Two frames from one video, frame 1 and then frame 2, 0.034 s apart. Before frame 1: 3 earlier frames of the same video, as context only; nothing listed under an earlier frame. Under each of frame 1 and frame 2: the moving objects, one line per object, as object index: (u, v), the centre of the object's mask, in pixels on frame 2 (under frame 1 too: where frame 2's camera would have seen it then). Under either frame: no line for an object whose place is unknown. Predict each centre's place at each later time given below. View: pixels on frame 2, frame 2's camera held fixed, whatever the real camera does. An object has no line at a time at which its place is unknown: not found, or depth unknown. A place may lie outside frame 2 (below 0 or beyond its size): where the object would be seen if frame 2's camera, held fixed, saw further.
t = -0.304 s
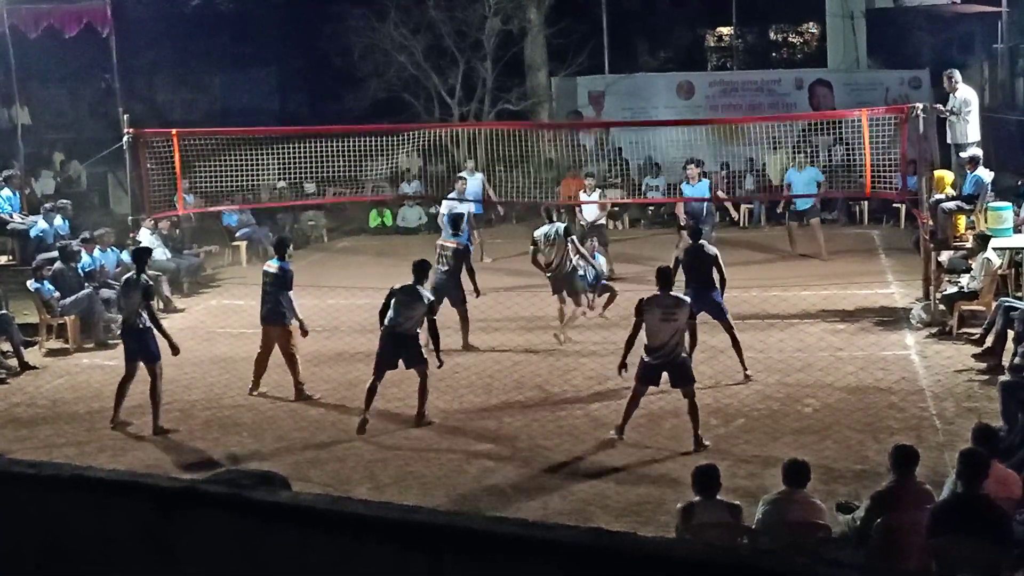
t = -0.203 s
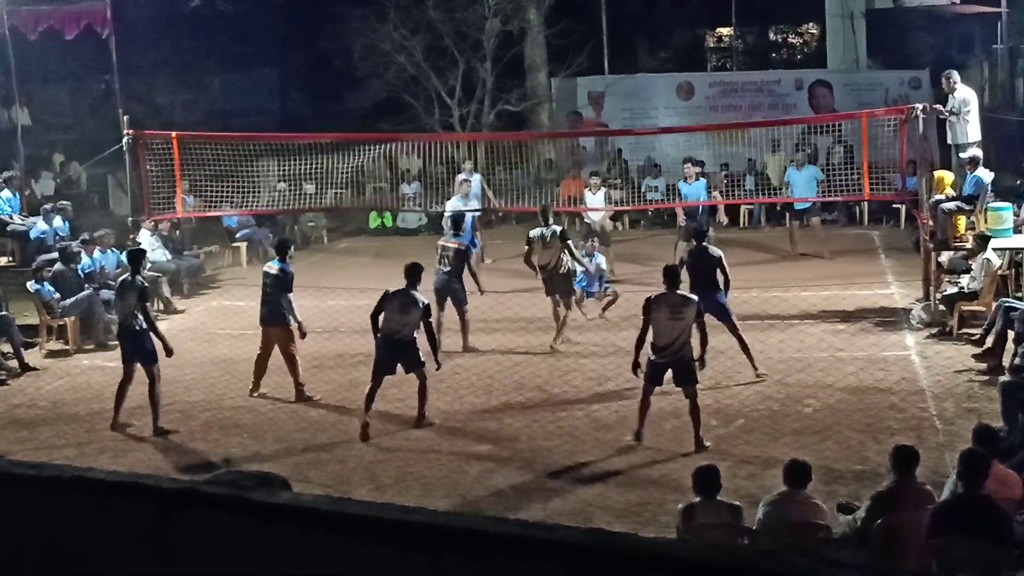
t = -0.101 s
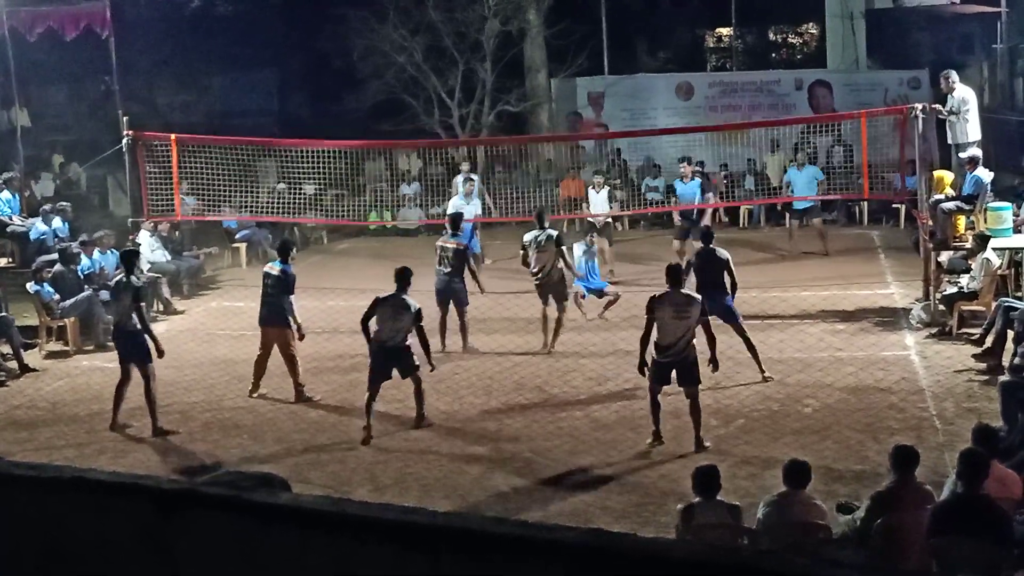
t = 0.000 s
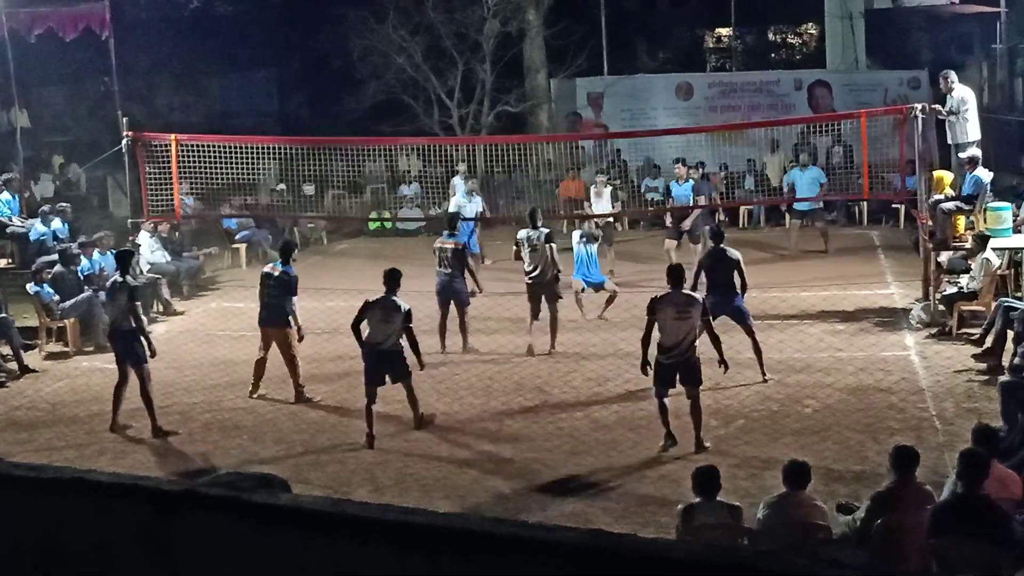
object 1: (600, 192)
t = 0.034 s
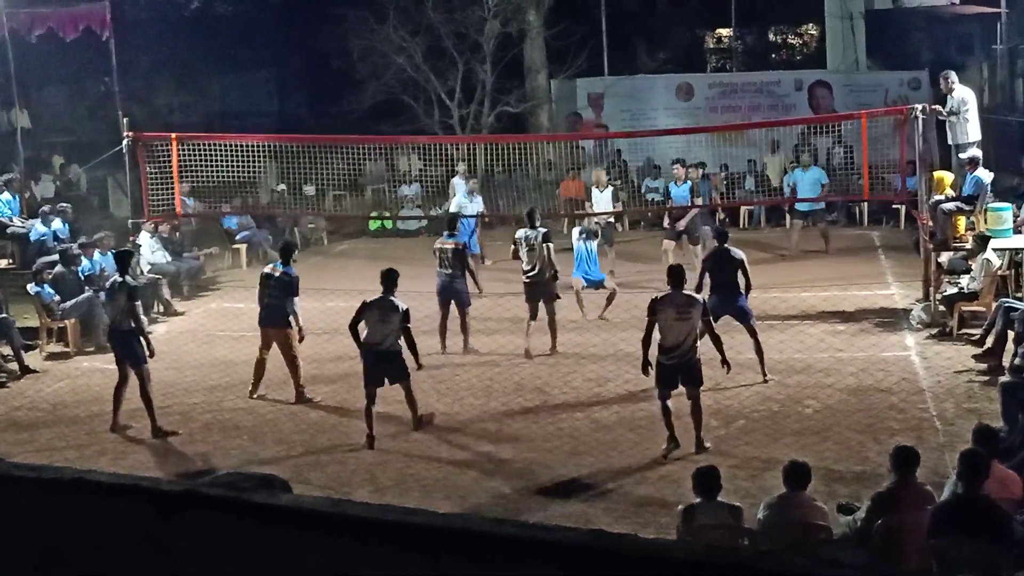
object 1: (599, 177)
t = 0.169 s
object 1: (595, 118)
